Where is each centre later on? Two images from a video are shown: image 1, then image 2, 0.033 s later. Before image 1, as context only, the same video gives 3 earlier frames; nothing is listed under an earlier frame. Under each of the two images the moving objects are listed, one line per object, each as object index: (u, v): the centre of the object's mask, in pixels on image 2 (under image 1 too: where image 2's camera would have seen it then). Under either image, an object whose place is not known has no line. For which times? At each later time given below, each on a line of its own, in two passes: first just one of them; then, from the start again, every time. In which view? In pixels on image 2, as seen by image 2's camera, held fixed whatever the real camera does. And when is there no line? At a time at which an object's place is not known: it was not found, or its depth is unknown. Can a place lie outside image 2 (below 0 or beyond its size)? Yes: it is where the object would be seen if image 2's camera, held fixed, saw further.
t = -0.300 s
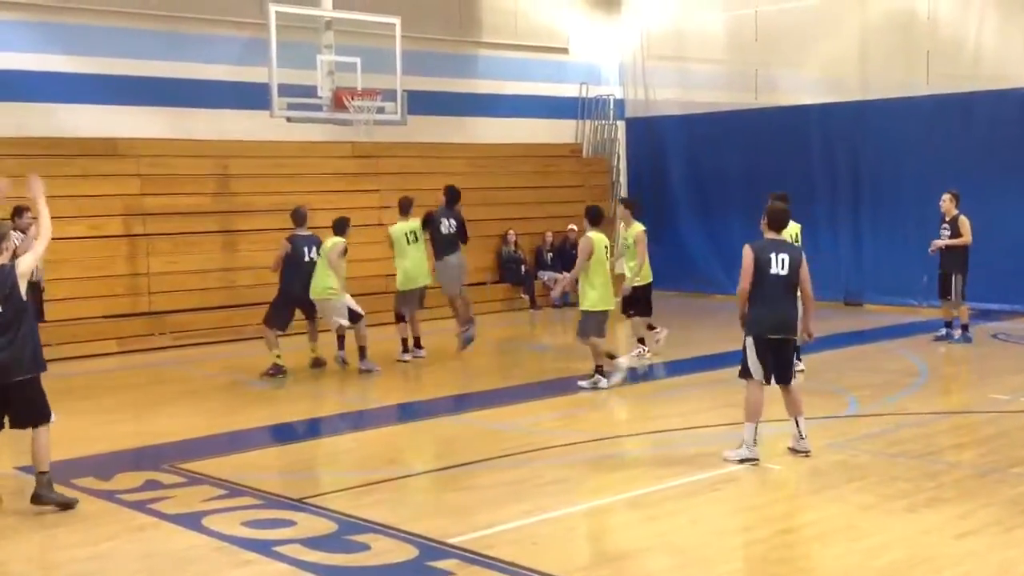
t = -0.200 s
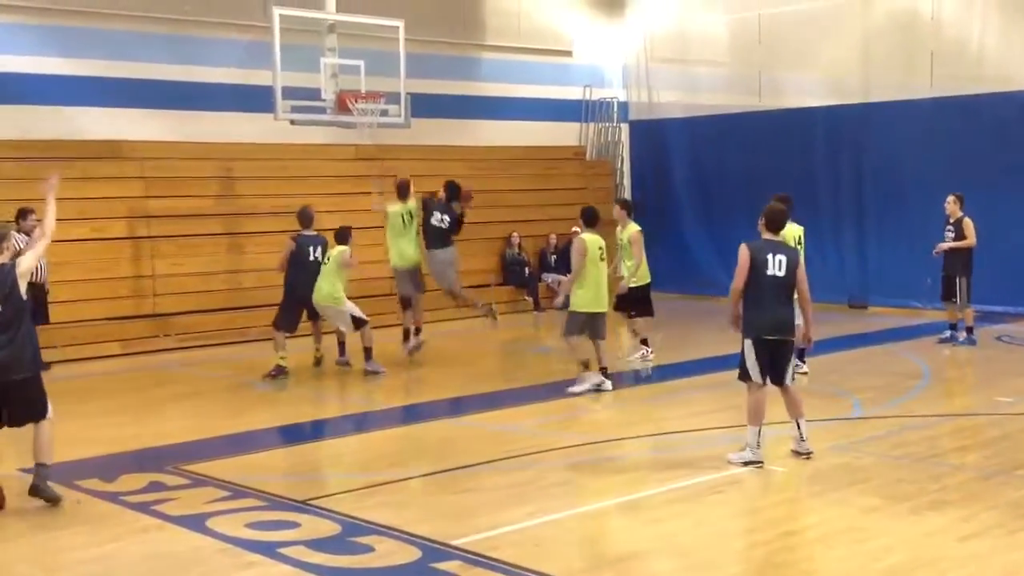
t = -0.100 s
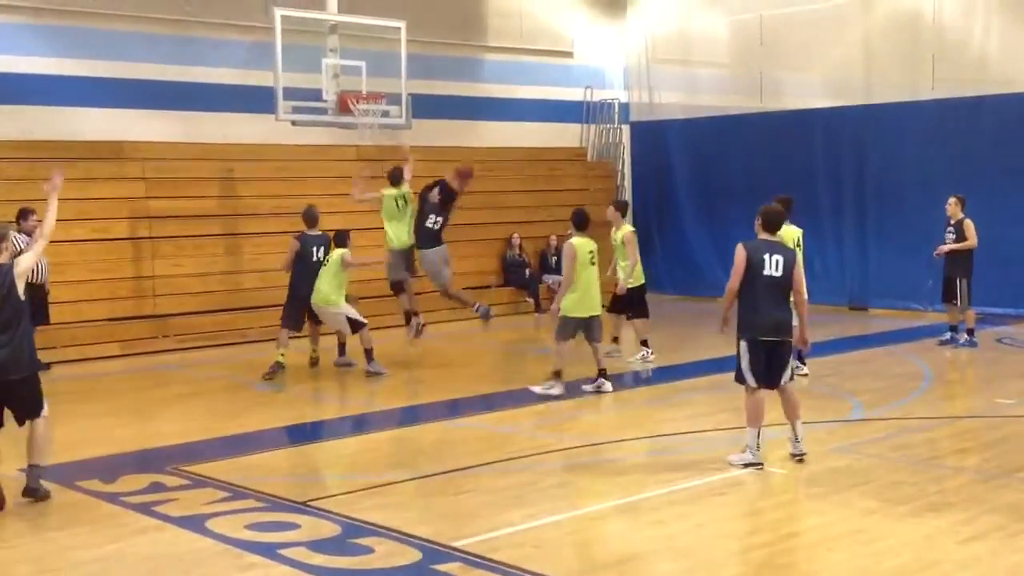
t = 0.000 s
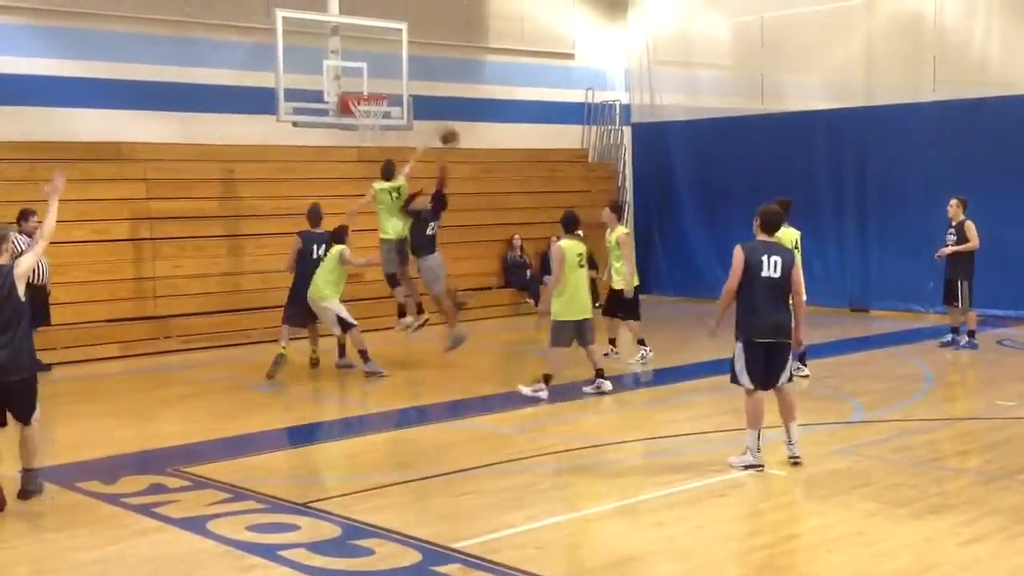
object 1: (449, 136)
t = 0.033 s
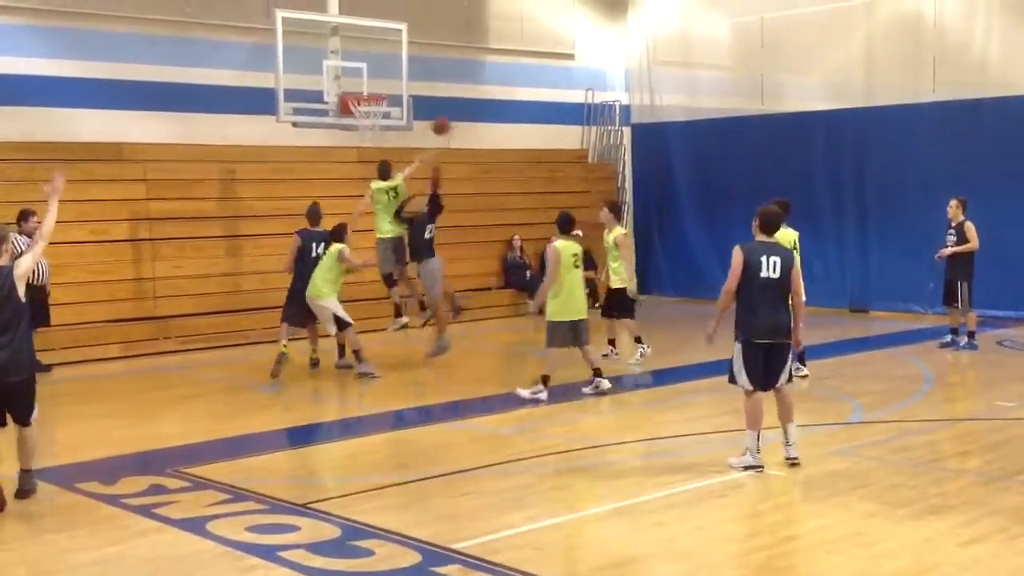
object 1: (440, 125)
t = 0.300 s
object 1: (393, 74)
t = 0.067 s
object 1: (433, 115)
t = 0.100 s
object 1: (428, 106)
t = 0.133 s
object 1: (419, 97)
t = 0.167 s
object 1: (413, 91)
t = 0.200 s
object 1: (405, 85)
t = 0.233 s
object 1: (398, 80)
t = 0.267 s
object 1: (391, 76)
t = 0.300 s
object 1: (393, 74)
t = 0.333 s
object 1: (396, 74)
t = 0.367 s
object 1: (399, 75)
